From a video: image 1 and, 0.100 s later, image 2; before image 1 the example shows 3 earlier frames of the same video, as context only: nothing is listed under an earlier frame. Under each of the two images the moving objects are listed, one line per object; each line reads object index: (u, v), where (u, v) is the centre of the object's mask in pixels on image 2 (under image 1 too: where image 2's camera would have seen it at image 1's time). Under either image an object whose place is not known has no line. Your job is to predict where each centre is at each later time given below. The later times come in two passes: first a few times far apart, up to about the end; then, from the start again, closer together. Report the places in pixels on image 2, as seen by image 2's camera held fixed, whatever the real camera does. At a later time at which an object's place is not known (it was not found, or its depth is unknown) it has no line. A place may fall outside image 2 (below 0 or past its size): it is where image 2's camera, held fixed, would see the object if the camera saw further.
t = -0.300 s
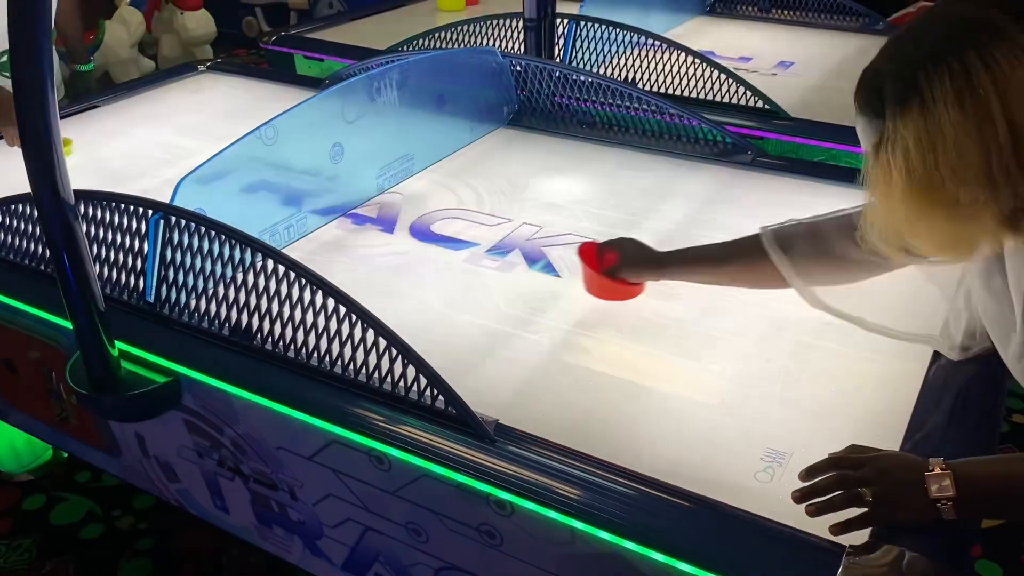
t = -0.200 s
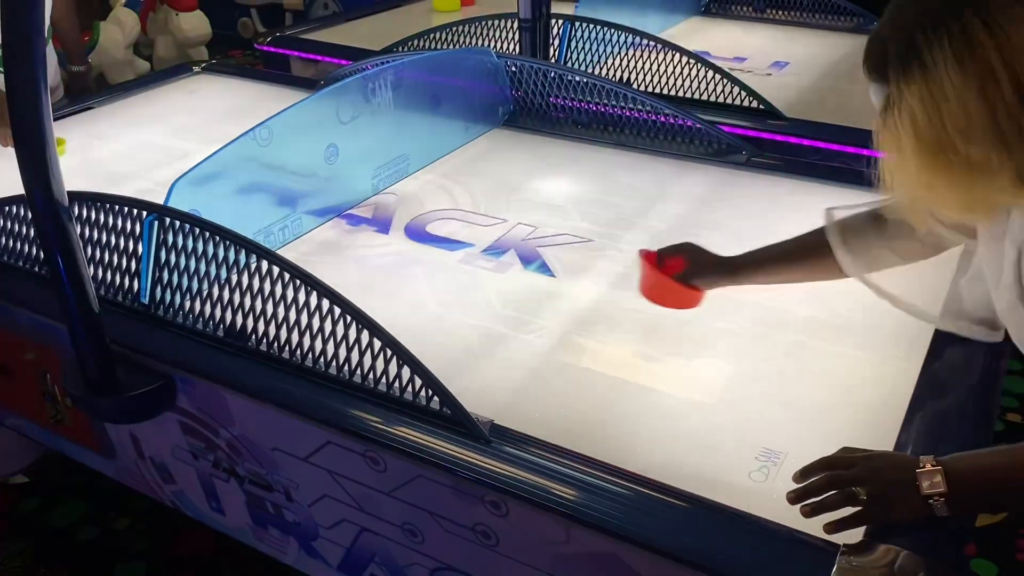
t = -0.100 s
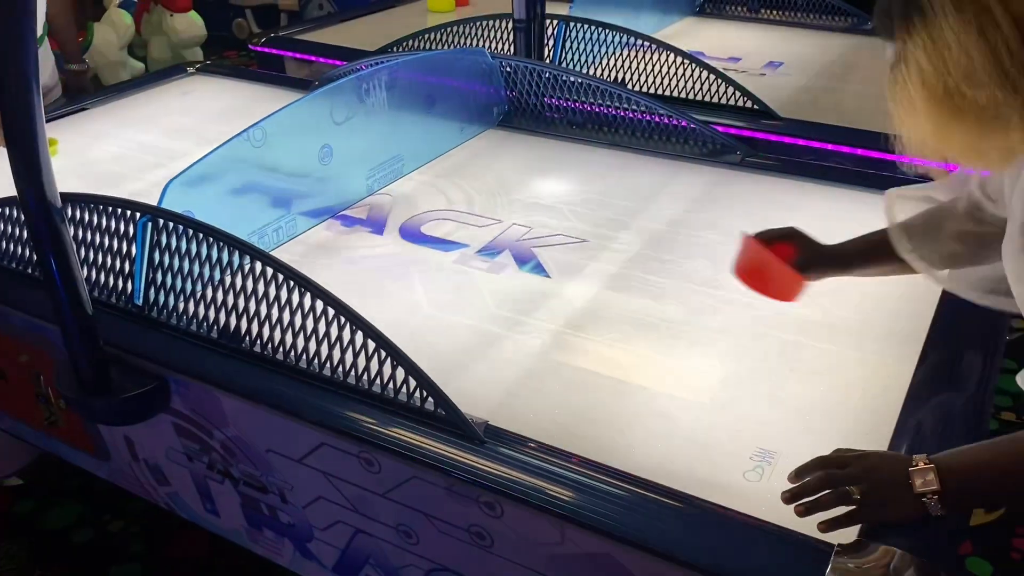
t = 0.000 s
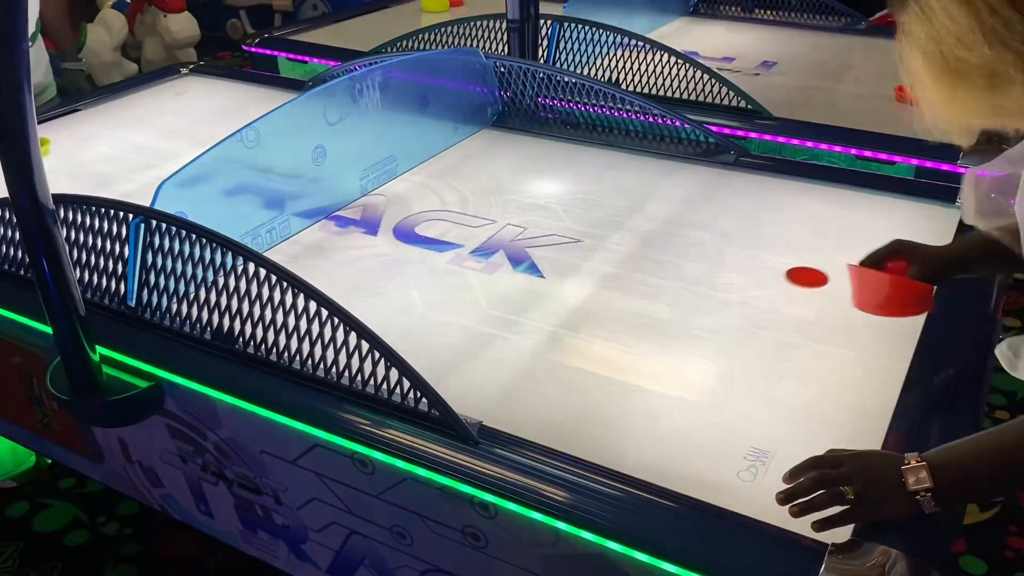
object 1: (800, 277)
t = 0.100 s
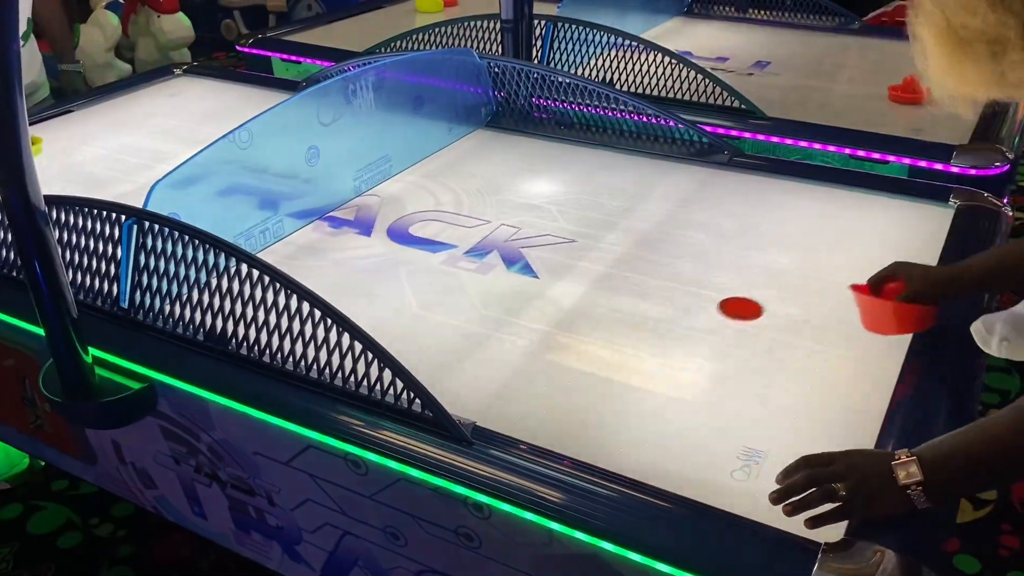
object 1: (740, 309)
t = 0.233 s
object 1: (654, 355)
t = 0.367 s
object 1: (556, 408)
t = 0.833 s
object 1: (581, 297)
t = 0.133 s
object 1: (721, 320)
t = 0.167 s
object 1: (699, 331)
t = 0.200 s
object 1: (676, 343)
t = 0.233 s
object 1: (654, 355)
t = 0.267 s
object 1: (631, 368)
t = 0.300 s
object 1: (606, 381)
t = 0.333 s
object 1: (582, 394)
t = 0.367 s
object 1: (556, 408)
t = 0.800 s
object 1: (575, 307)
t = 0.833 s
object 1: (581, 297)
